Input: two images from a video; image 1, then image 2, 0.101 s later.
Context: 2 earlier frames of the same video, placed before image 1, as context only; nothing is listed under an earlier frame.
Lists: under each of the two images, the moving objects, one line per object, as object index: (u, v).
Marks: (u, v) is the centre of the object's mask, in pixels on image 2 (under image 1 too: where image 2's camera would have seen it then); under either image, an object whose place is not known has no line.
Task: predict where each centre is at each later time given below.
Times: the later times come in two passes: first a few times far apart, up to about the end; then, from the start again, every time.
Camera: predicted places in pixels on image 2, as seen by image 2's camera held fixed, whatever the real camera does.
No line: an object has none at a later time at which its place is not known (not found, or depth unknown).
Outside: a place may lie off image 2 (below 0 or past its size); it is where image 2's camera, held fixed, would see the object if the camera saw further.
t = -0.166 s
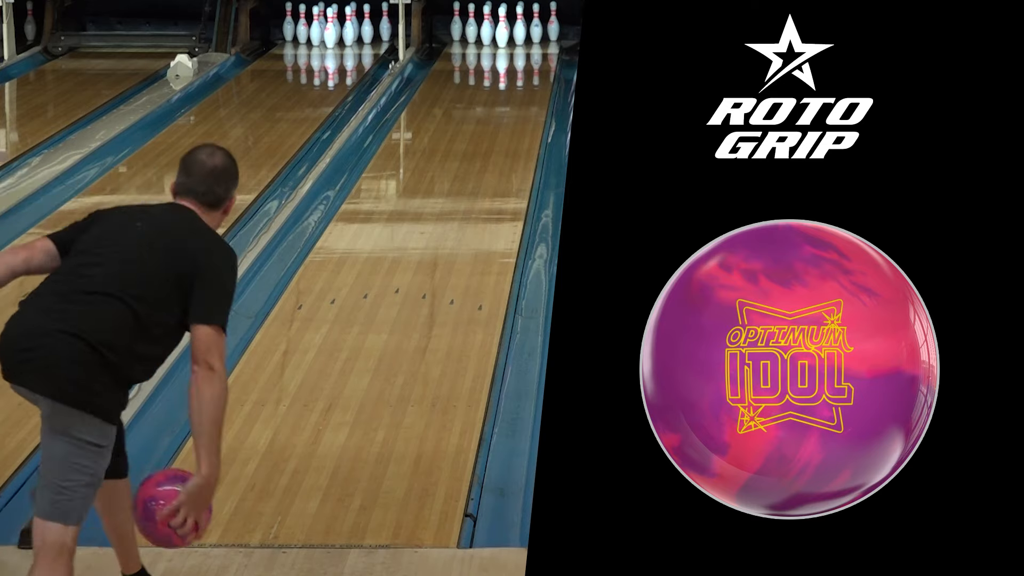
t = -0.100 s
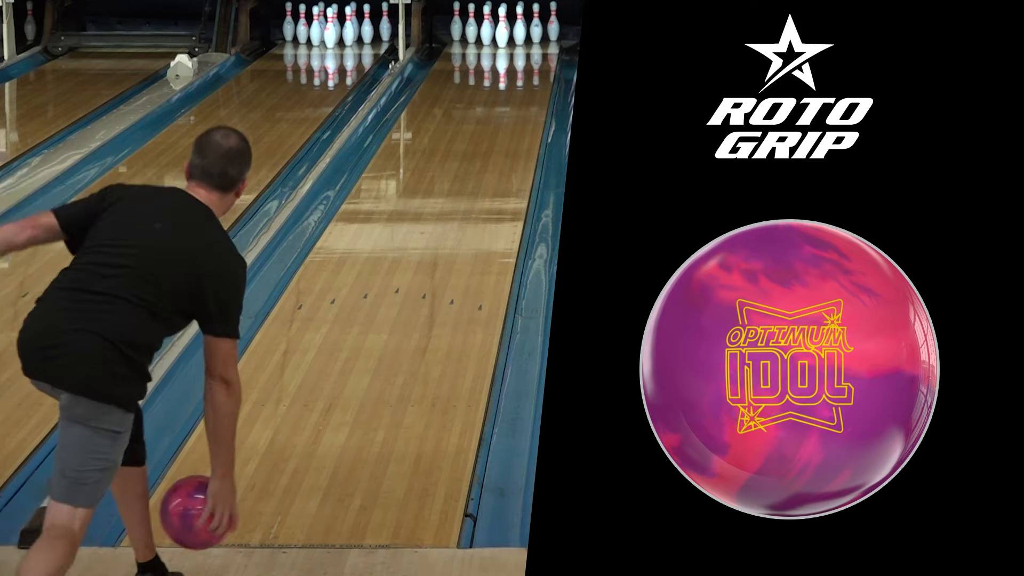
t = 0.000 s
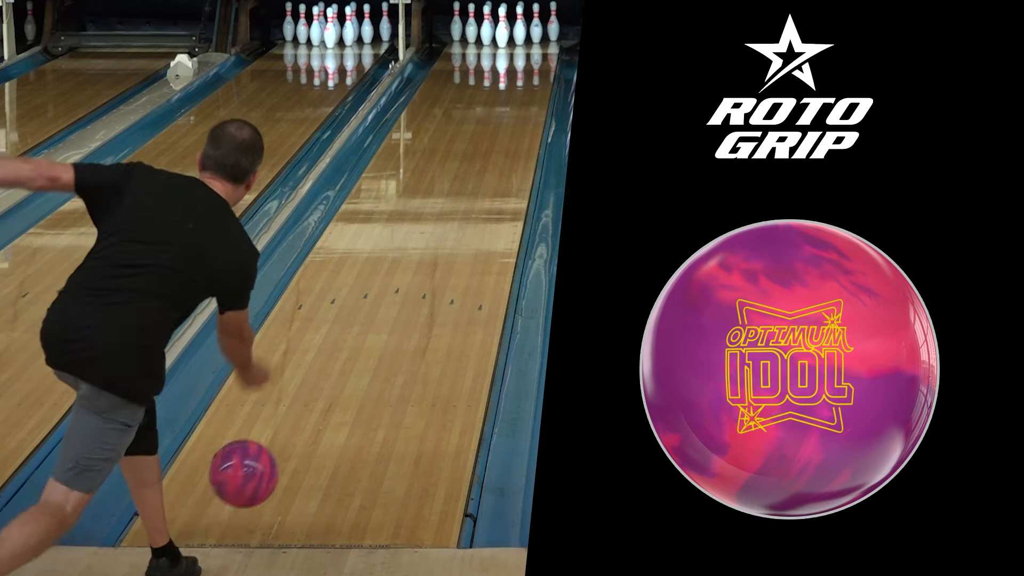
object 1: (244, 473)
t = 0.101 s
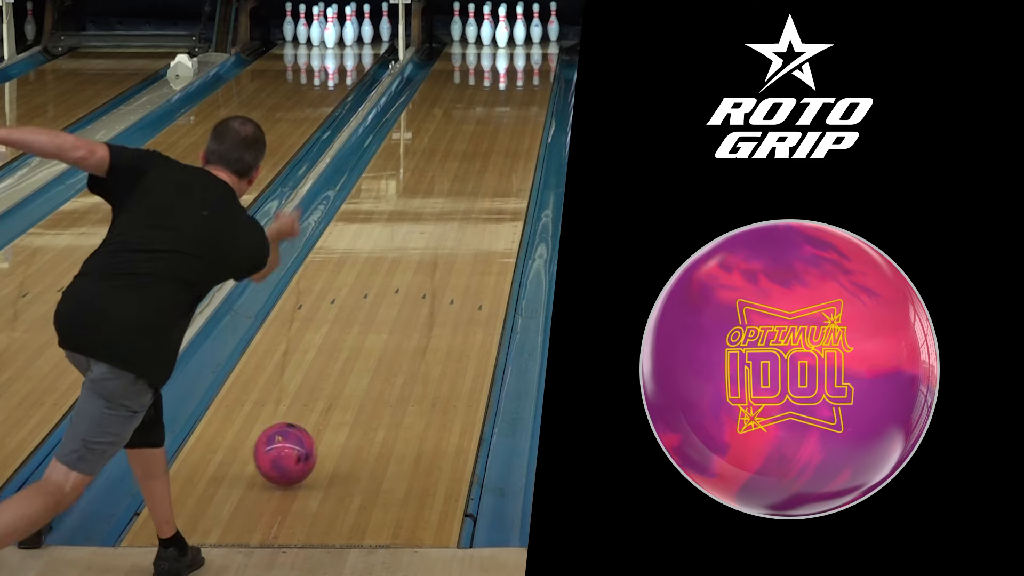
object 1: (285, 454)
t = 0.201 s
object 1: (320, 409)
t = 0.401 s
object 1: (375, 335)
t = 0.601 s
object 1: (418, 276)
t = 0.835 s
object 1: (456, 223)
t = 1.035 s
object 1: (481, 186)
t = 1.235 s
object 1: (502, 155)
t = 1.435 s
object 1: (516, 129)
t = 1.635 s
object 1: (527, 107)
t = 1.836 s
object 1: (533, 88)
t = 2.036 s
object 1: (533, 72)
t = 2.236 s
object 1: (528, 58)
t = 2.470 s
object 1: (516, 44)
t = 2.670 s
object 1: (511, 35)
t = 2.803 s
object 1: (511, 31)
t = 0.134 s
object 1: (297, 440)
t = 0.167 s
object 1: (309, 422)
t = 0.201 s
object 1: (320, 409)
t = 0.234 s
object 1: (330, 397)
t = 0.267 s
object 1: (340, 383)
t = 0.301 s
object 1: (350, 370)
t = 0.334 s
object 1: (358, 358)
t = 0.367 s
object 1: (367, 346)
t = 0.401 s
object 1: (375, 335)
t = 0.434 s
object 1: (383, 323)
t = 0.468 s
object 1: (391, 313)
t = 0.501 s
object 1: (398, 304)
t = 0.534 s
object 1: (405, 294)
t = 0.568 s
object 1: (411, 285)
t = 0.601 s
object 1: (418, 276)
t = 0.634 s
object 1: (424, 268)
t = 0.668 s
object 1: (430, 259)
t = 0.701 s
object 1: (435, 252)
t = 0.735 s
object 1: (441, 244)
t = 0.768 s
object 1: (446, 237)
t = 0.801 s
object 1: (451, 230)
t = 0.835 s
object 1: (456, 223)
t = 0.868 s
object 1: (460, 216)
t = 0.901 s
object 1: (465, 210)
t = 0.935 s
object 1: (469, 204)
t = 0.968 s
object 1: (473, 198)
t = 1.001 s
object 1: (477, 192)
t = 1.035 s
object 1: (481, 186)
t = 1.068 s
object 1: (485, 180)
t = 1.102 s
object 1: (489, 175)
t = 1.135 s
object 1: (492, 170)
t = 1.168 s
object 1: (495, 165)
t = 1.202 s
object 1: (498, 160)
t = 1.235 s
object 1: (502, 155)
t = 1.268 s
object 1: (504, 151)
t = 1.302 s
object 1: (507, 146)
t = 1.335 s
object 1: (510, 142)
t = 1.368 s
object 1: (512, 138)
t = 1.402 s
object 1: (515, 133)
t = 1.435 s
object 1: (516, 129)
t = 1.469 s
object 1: (519, 125)
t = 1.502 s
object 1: (521, 121)
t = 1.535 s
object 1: (522, 118)
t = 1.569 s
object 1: (524, 114)
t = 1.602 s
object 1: (525, 110)
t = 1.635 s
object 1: (527, 107)
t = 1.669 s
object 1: (529, 104)
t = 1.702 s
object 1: (529, 100)
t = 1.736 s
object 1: (531, 97)
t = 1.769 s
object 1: (532, 94)
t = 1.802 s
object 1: (532, 91)
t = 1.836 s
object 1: (533, 88)
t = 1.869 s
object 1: (533, 85)
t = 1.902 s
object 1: (533, 83)
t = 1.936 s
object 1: (533, 80)
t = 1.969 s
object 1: (533, 77)
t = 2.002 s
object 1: (533, 75)
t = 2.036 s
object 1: (533, 72)
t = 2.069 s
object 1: (532, 70)
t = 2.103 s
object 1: (532, 67)
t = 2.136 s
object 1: (531, 65)
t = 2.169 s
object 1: (530, 63)
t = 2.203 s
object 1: (529, 60)
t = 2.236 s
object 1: (528, 58)
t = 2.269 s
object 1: (526, 56)
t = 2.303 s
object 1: (525, 54)
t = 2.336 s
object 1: (523, 52)
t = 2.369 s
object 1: (522, 50)
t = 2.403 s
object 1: (520, 49)
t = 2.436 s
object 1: (518, 46)
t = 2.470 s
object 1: (516, 44)
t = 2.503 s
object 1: (515, 42)
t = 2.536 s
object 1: (513, 40)
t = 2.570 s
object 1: (511, 38)
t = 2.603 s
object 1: (510, 37)
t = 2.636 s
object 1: (511, 36)
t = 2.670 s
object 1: (511, 35)
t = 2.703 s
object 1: (510, 34)
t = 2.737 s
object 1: (510, 33)
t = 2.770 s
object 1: (511, 32)
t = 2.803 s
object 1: (511, 31)
